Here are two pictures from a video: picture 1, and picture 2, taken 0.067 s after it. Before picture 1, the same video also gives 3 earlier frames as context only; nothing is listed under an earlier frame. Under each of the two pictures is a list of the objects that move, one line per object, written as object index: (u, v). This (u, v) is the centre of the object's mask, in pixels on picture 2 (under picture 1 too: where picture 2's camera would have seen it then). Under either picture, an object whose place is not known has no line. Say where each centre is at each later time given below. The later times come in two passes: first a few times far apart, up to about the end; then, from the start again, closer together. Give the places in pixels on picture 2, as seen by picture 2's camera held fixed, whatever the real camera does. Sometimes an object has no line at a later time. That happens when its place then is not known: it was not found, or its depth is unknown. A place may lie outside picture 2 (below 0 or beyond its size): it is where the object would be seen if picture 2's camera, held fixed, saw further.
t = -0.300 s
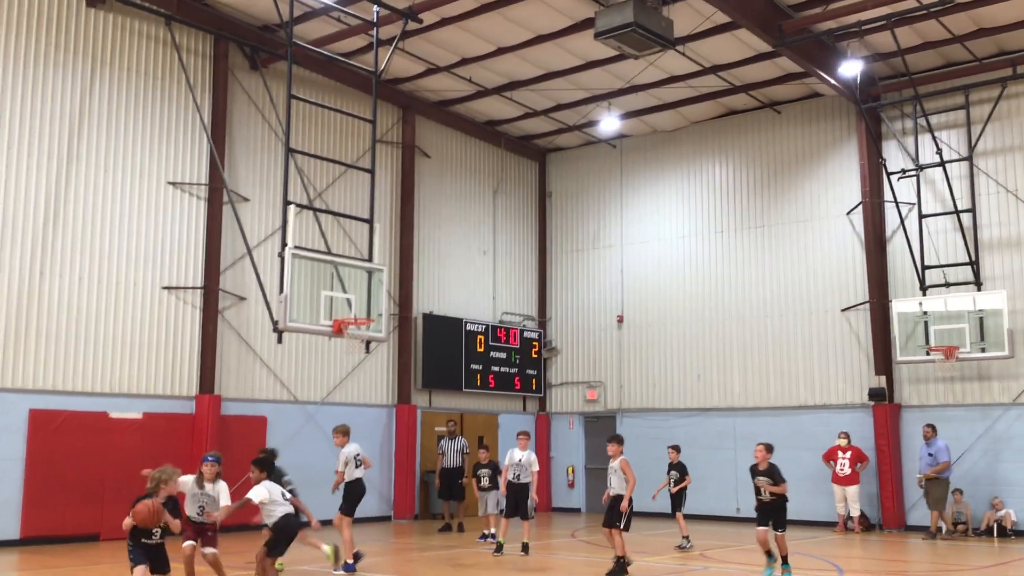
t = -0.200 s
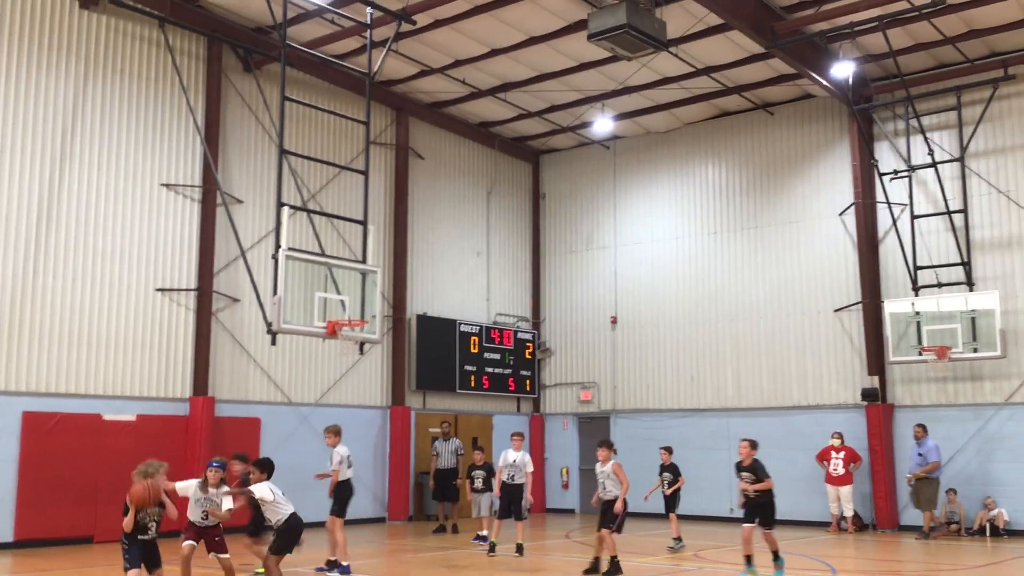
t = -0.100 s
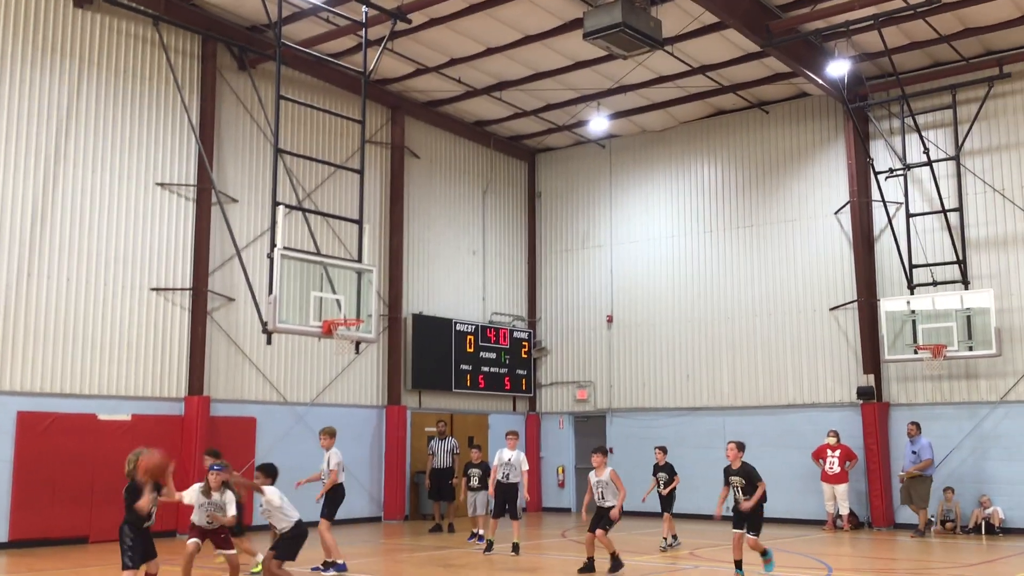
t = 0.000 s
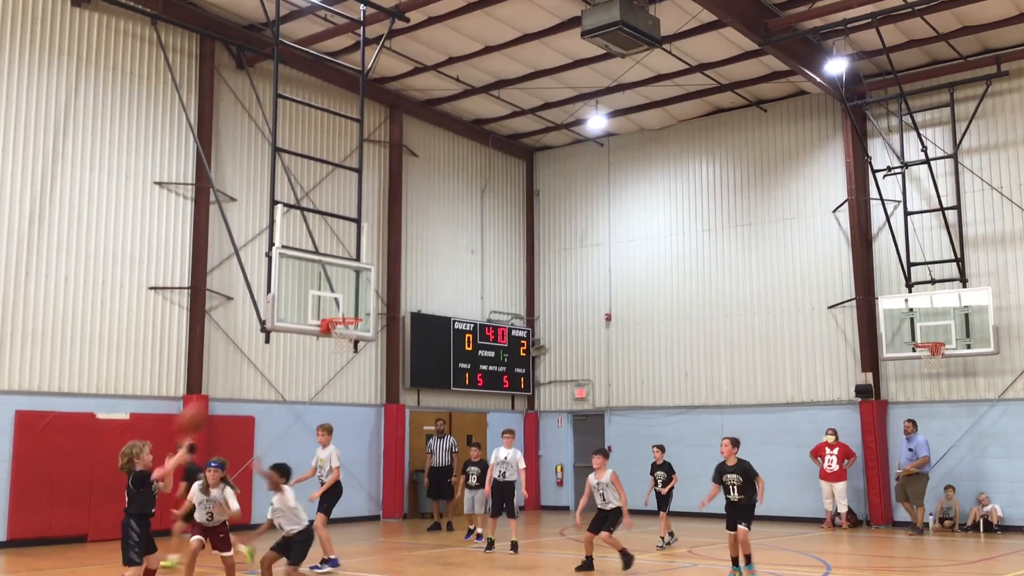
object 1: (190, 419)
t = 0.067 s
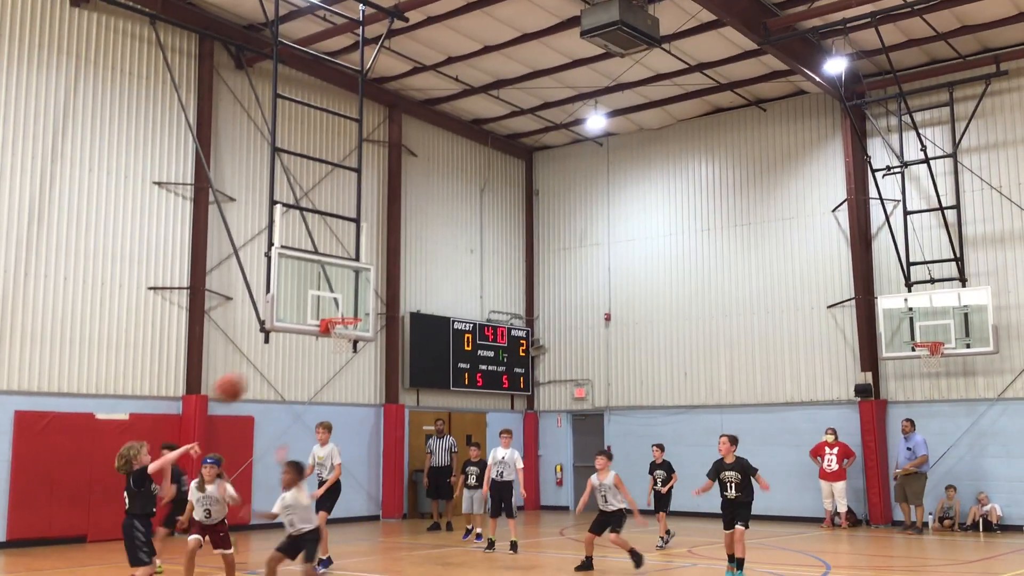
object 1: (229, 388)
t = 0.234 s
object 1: (318, 337)
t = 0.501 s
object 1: (445, 326)
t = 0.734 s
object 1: (548, 378)
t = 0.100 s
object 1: (248, 375)
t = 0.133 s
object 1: (266, 363)
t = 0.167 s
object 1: (284, 353)
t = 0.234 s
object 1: (318, 337)
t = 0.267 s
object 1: (333, 331)
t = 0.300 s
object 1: (351, 328)
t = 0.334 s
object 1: (367, 323)
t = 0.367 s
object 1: (384, 321)
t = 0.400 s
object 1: (399, 320)
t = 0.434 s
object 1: (416, 321)
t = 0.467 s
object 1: (430, 323)
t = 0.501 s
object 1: (445, 326)
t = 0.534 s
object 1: (459, 329)
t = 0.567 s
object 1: (477, 336)
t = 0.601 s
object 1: (490, 341)
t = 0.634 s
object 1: (507, 351)
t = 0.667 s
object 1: (518, 357)
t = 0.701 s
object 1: (534, 367)
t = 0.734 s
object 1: (548, 378)
